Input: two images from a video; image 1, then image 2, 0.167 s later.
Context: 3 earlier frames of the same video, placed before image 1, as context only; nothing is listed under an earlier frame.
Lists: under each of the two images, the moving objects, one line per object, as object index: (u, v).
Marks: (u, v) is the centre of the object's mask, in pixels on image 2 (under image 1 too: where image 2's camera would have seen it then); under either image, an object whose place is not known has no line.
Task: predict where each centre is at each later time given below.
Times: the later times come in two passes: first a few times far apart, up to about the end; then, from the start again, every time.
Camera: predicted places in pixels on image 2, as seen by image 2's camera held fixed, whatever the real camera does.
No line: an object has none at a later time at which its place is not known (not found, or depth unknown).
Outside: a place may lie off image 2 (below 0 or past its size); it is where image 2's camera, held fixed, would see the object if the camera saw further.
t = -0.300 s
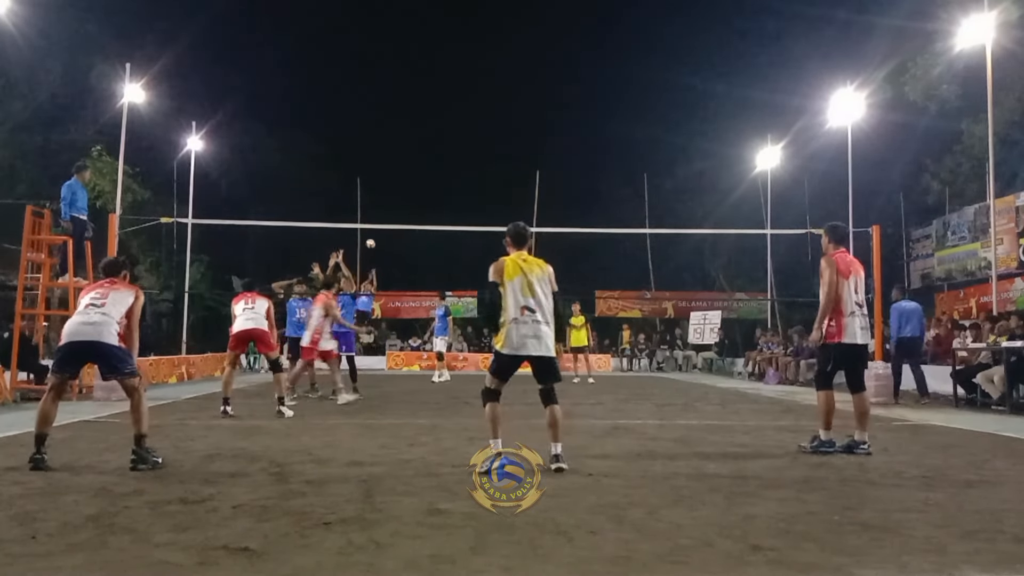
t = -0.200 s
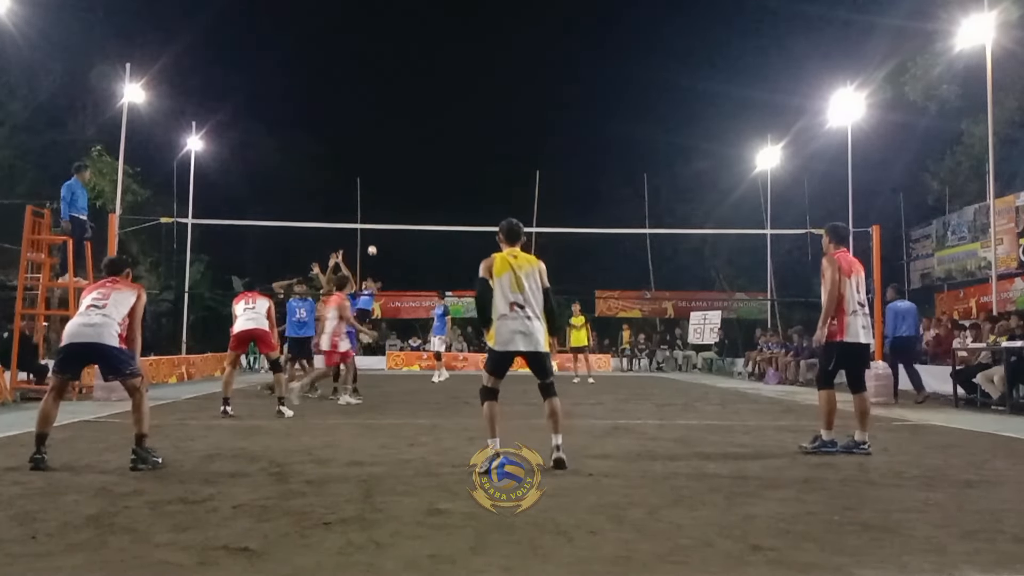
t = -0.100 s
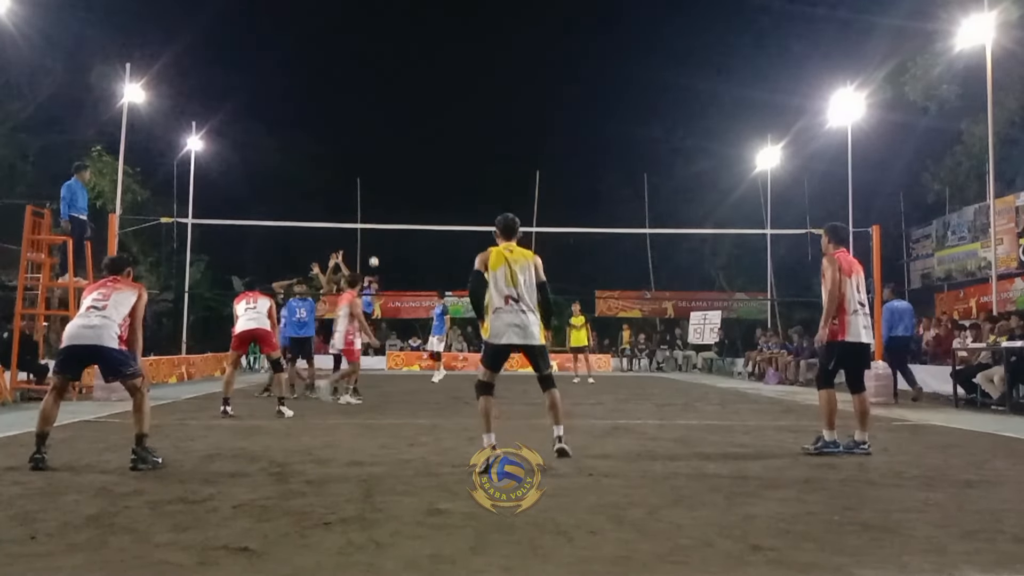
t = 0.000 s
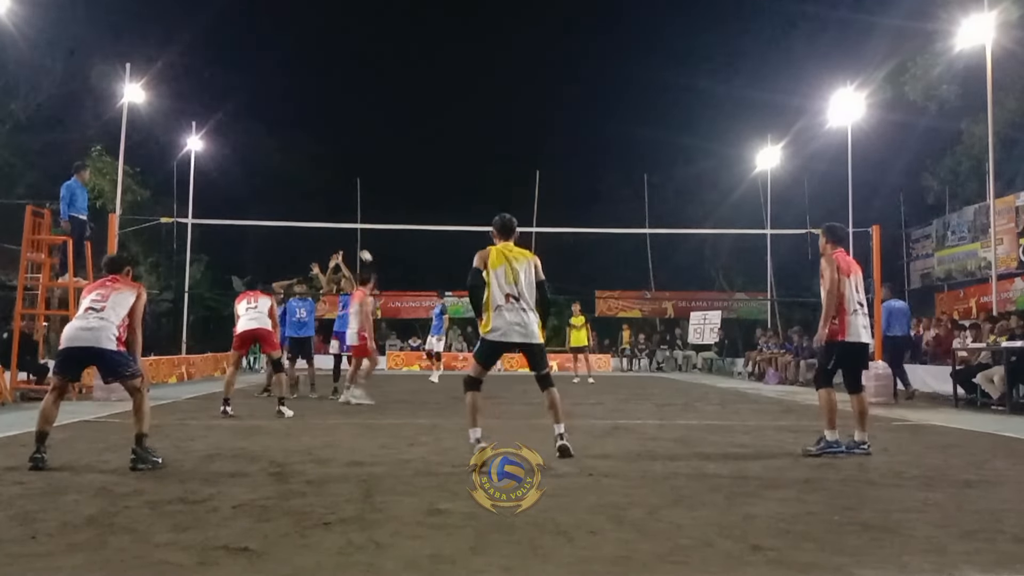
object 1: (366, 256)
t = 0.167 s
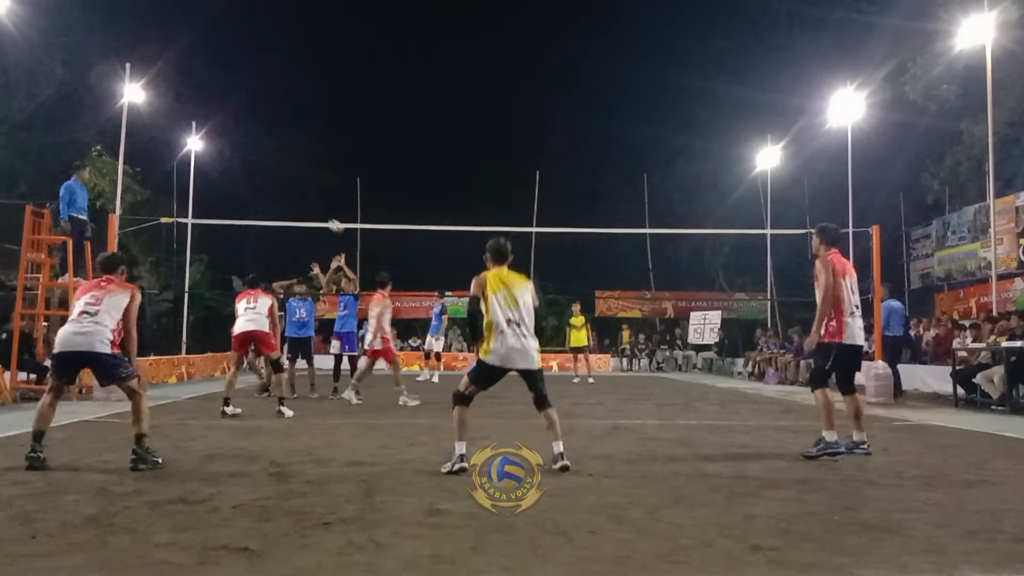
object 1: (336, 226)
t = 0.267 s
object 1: (312, 210)
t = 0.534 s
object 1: (227, 190)
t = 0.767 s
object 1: (111, 209)
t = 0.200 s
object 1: (327, 219)
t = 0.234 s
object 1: (320, 215)
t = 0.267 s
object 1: (312, 210)
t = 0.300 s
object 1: (303, 206)
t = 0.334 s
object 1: (294, 202)
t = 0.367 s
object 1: (284, 199)
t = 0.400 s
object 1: (274, 196)
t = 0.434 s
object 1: (264, 194)
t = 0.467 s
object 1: (252, 192)
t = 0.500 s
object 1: (241, 191)
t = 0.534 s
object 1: (227, 190)
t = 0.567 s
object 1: (214, 191)
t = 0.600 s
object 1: (203, 192)
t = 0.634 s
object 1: (183, 193)
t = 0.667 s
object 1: (169, 196)
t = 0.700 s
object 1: (151, 199)
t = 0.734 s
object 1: (133, 204)
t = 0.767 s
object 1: (111, 209)
